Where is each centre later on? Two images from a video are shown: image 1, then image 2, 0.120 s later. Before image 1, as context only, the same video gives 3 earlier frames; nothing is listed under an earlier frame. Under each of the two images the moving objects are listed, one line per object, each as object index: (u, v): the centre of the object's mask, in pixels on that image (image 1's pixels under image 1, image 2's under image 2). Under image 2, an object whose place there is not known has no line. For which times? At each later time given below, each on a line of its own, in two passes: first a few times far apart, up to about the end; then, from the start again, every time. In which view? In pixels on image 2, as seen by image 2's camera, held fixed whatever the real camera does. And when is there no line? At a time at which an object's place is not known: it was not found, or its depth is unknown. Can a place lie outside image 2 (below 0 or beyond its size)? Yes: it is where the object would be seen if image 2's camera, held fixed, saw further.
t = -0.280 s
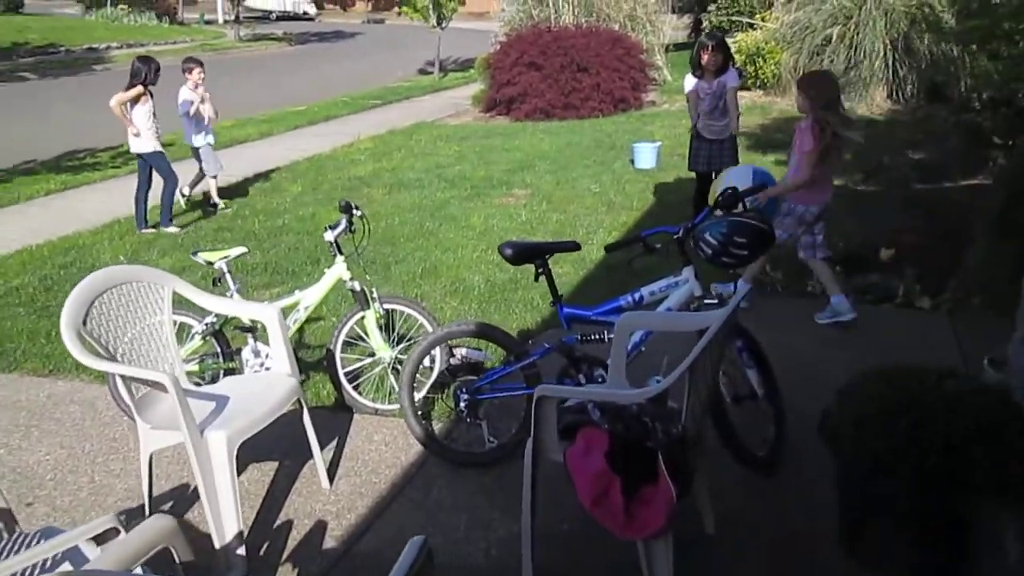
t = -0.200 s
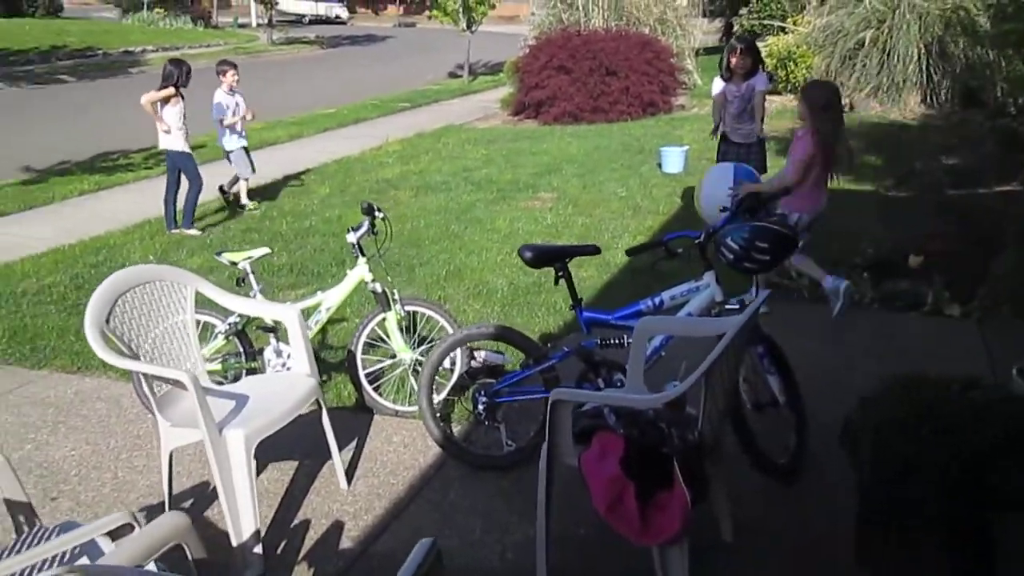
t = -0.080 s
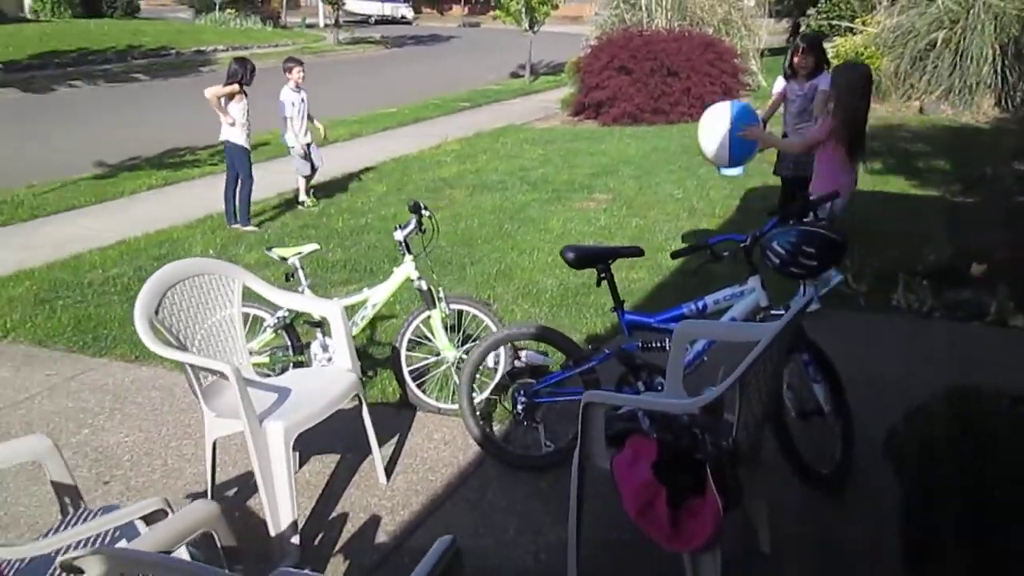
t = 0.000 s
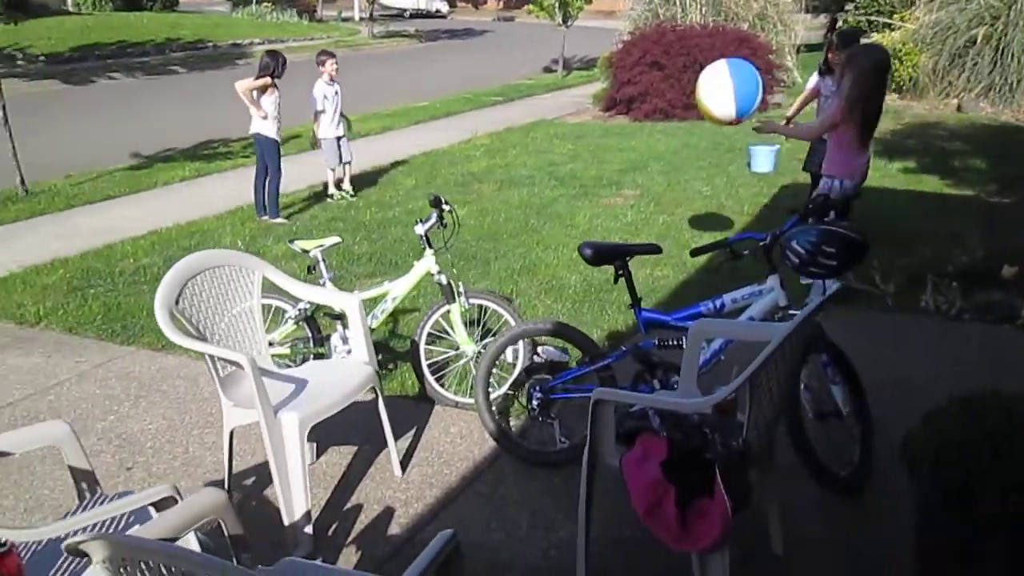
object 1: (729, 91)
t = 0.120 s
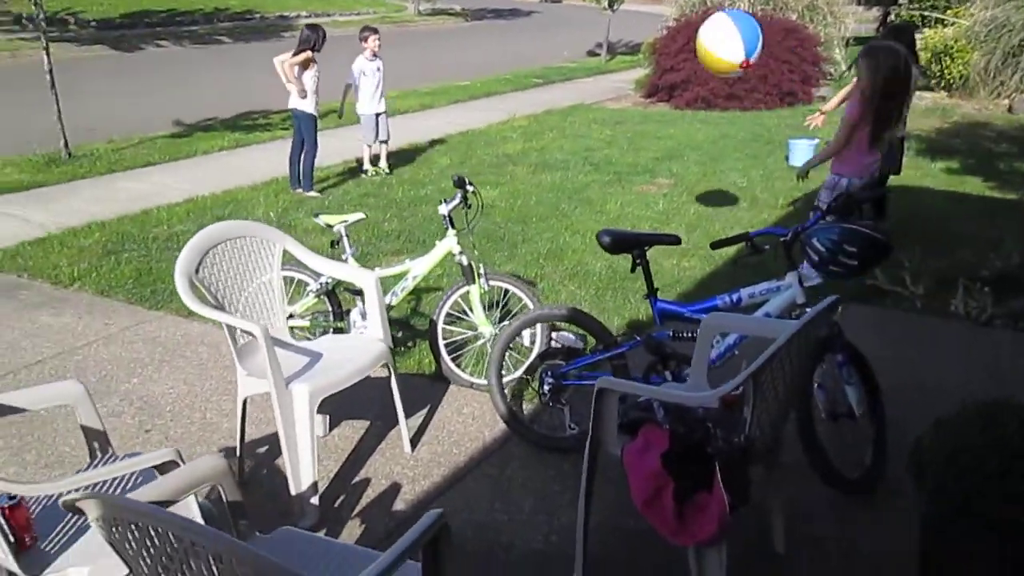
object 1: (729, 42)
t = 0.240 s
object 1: (695, 26)
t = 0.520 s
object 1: (635, 64)
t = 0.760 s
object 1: (601, 156)
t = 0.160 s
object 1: (717, 35)
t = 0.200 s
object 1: (705, 29)
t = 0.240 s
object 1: (695, 26)
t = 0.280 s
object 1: (685, 26)
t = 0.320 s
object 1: (675, 27)
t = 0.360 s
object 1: (666, 31)
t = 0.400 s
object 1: (658, 37)
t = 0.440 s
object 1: (649, 44)
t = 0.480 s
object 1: (642, 54)
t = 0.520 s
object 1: (635, 64)
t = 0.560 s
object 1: (628, 76)
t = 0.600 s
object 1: (622, 89)
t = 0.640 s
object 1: (617, 104)
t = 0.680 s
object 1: (610, 120)
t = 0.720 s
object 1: (606, 137)
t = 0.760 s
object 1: (601, 156)
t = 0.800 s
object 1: (596, 175)
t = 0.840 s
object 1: (594, 195)
